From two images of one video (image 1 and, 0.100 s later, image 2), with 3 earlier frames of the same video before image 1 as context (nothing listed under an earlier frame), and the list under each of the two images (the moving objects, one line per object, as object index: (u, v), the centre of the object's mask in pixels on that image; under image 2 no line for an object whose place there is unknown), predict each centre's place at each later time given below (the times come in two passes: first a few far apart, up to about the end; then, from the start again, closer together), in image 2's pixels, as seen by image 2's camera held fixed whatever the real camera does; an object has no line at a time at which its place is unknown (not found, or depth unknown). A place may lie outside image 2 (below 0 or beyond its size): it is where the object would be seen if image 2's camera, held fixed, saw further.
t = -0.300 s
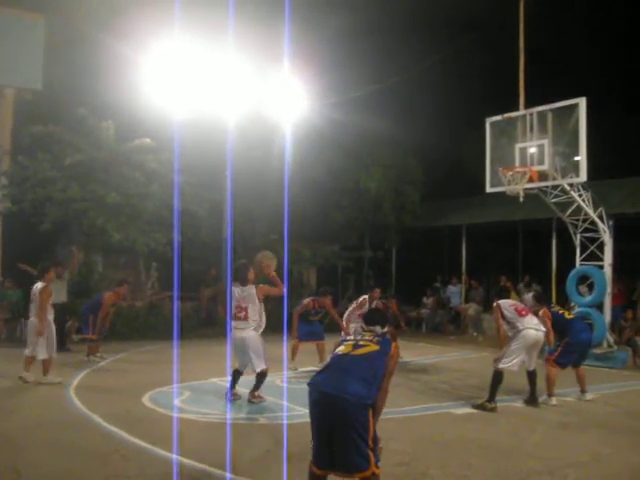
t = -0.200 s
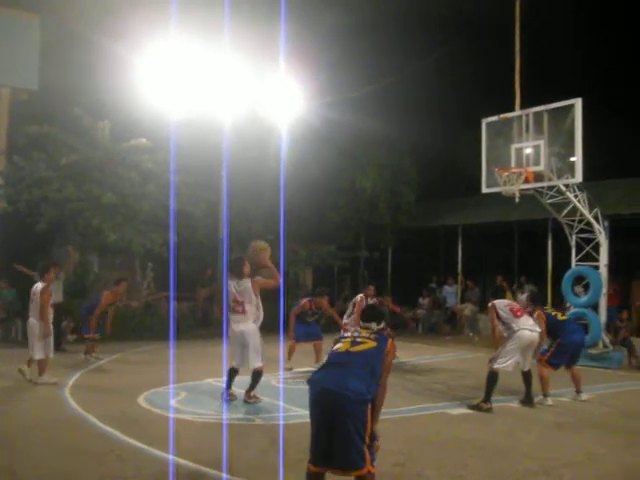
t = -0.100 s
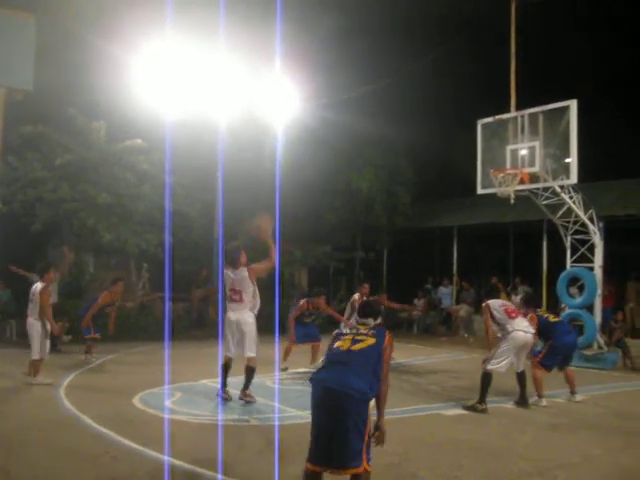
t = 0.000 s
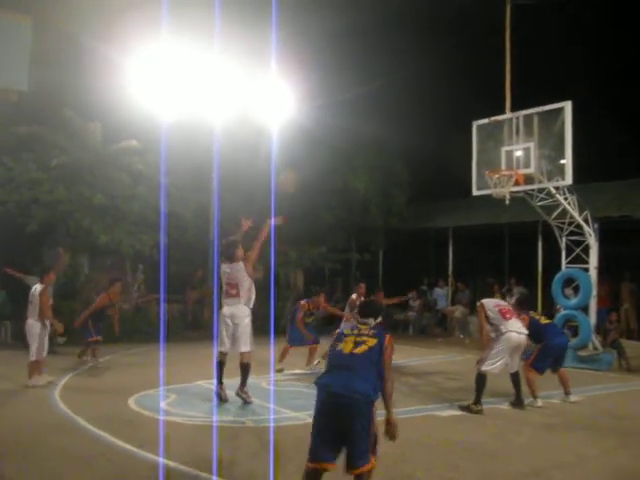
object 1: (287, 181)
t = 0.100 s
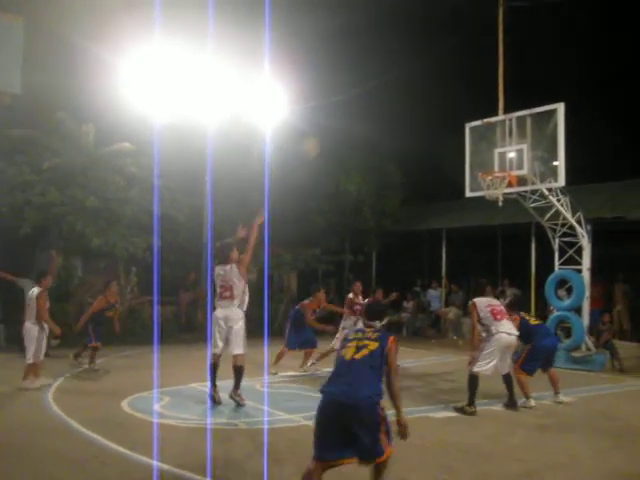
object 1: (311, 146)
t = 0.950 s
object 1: (492, 166)
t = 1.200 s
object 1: (497, 201)
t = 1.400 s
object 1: (489, 235)
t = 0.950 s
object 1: (492, 166)
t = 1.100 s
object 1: (500, 193)
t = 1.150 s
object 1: (499, 197)
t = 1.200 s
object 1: (497, 201)
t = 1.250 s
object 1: (495, 206)
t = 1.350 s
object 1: (491, 224)
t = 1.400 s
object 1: (489, 235)
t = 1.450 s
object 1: (487, 247)
